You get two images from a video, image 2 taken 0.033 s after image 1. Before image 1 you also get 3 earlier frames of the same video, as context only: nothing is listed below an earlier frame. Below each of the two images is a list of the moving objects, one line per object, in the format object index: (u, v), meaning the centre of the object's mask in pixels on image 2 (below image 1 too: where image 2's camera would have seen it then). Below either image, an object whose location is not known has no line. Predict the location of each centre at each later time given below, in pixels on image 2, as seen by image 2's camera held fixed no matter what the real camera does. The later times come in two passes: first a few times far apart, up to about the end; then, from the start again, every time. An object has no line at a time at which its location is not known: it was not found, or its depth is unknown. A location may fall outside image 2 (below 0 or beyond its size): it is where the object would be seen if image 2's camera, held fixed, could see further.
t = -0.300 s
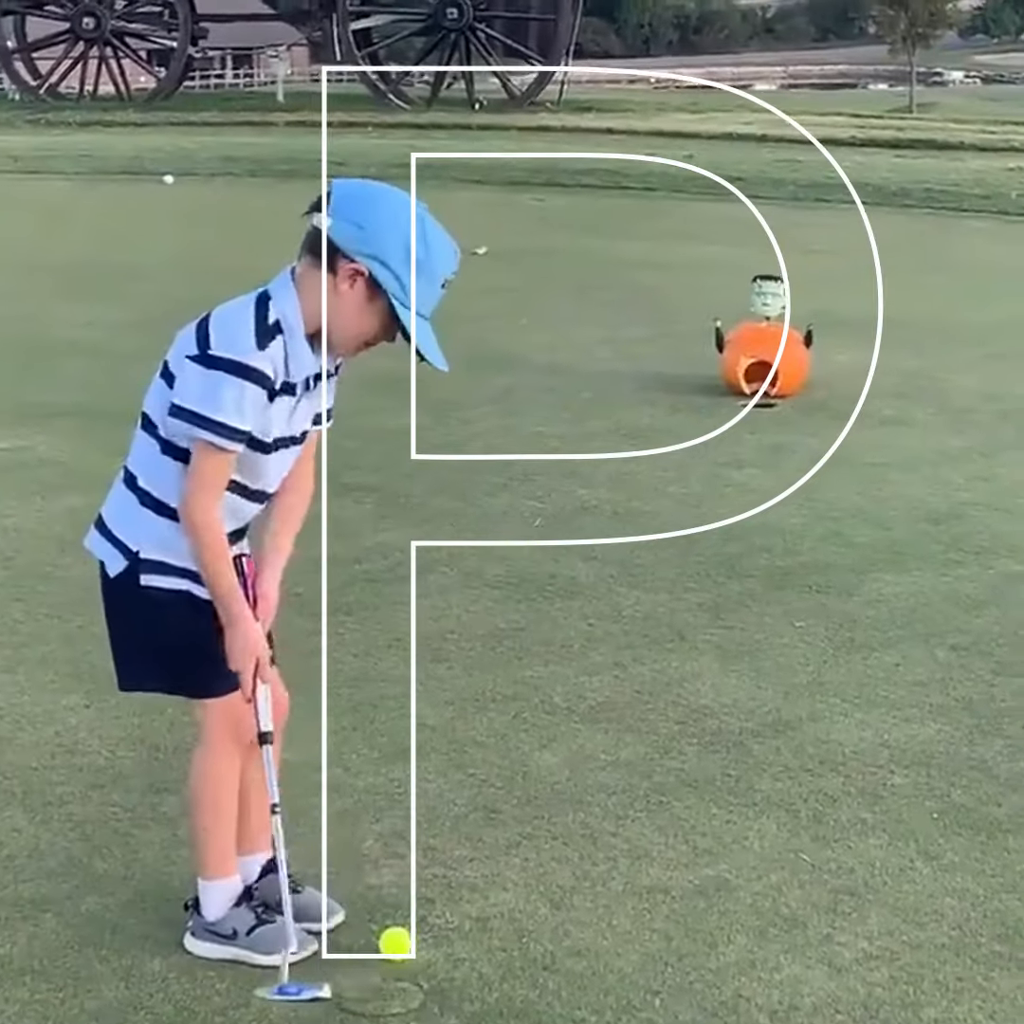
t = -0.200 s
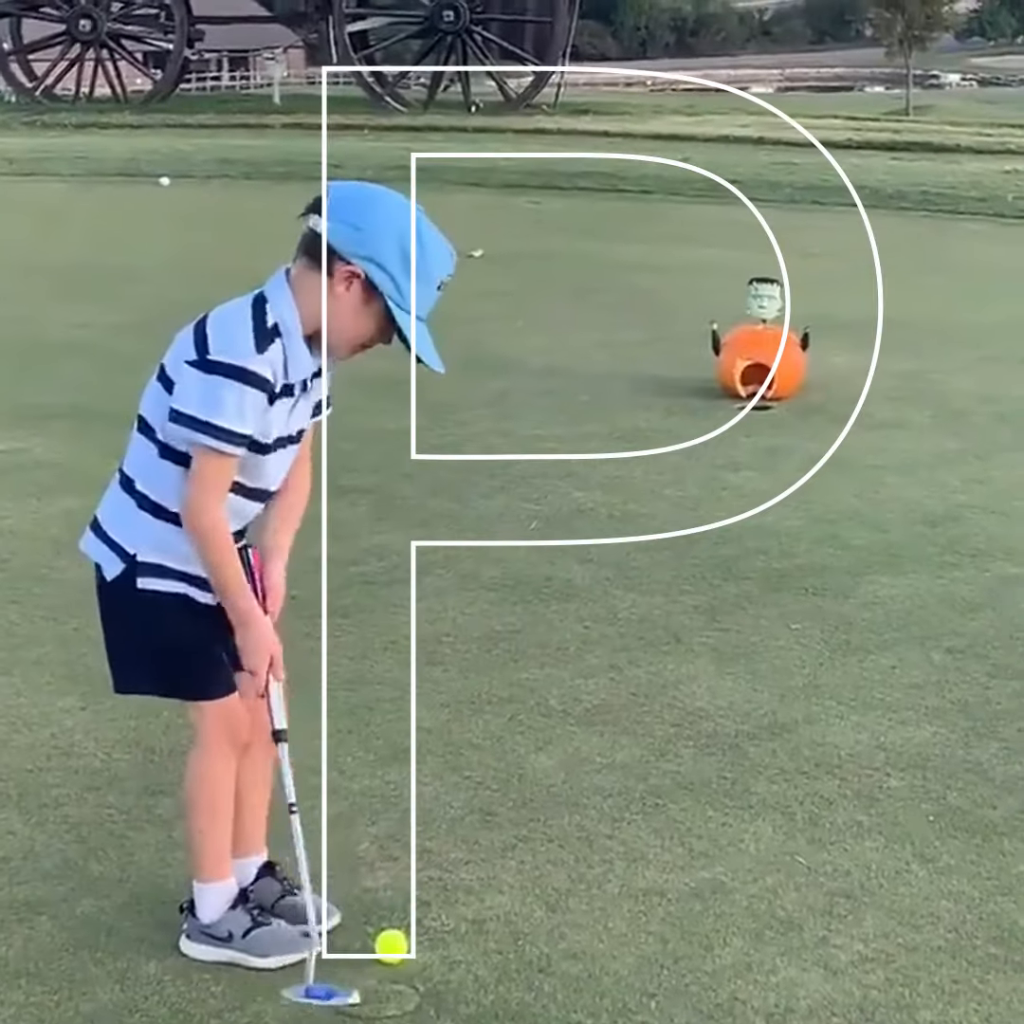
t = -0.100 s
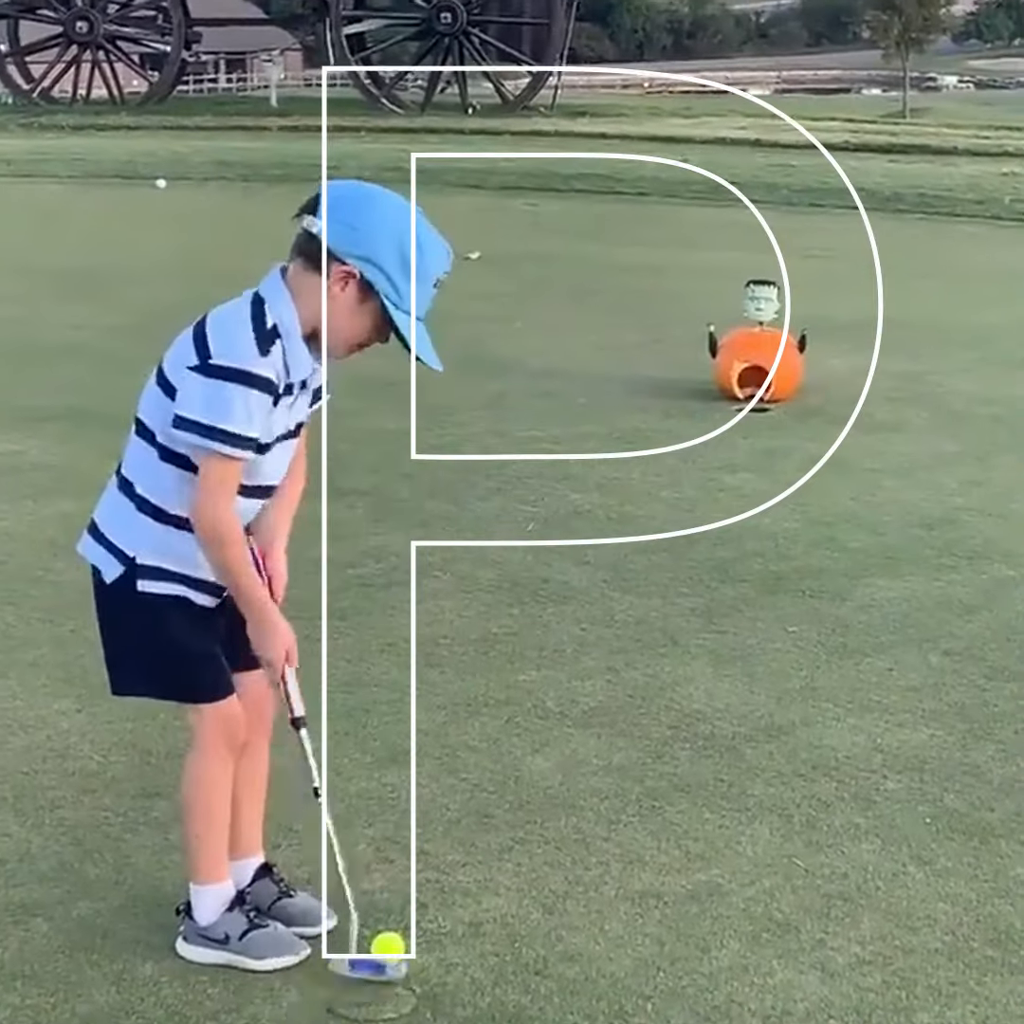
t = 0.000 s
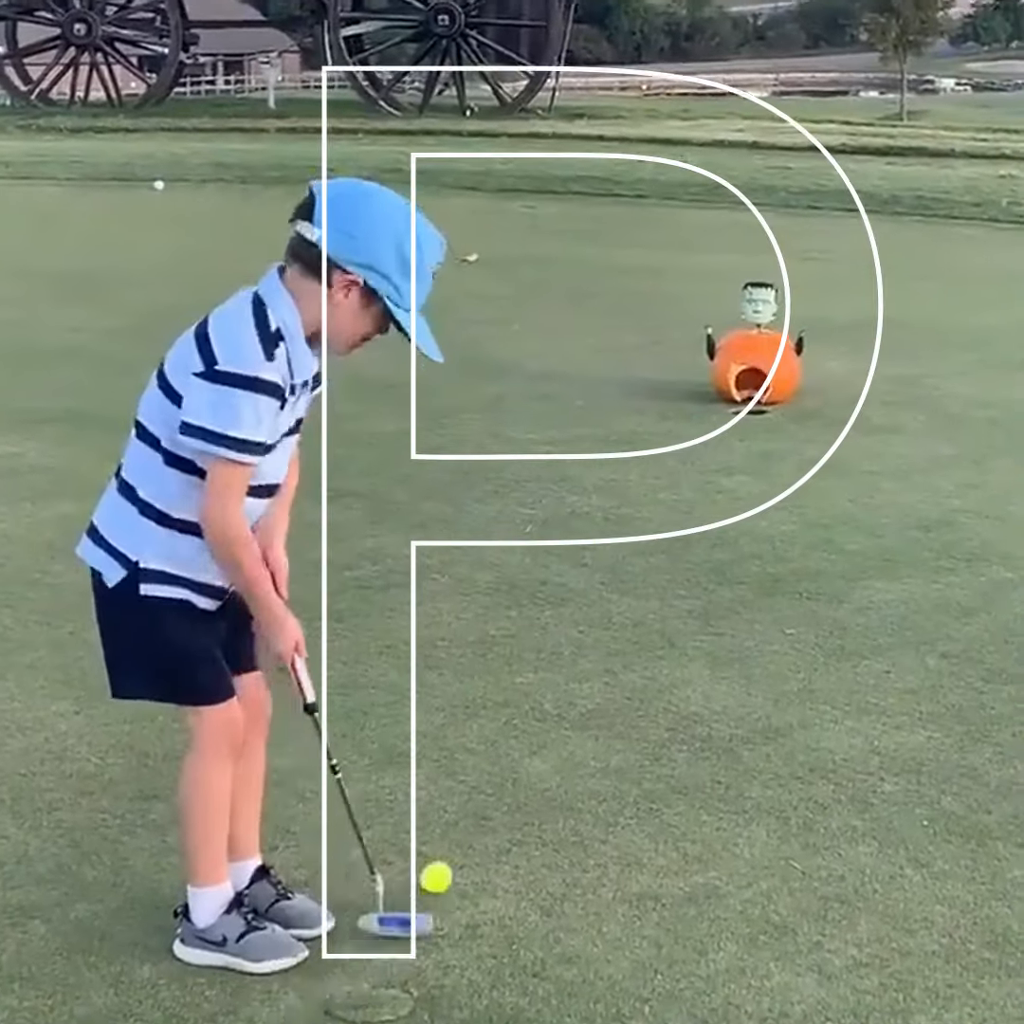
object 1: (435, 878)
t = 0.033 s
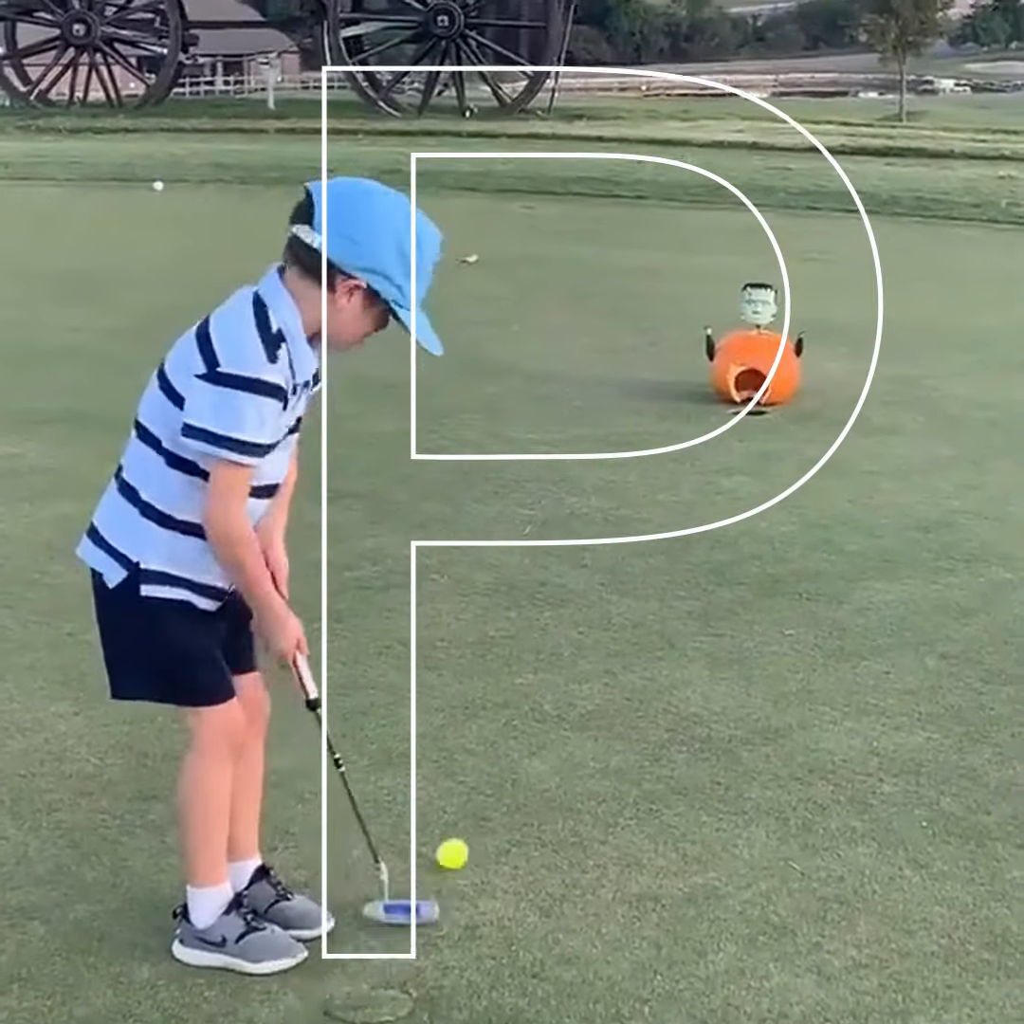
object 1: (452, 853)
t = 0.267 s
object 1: (536, 732)
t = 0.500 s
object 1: (595, 651)
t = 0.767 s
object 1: (646, 576)
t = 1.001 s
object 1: (680, 526)
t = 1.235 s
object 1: (704, 486)
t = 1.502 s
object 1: (723, 448)
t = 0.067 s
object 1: (467, 831)
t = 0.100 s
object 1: (481, 811)
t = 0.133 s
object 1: (494, 793)
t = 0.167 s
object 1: (505, 775)
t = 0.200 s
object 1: (516, 760)
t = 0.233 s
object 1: (526, 746)
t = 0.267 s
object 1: (536, 732)
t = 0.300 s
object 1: (545, 719)
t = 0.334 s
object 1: (554, 707)
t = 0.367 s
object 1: (562, 694)
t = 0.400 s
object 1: (571, 682)
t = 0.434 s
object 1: (579, 671)
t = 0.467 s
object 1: (586, 660)
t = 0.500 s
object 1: (595, 651)
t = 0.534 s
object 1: (601, 639)
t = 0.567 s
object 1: (609, 630)
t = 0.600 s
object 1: (615, 621)
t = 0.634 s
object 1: (622, 611)
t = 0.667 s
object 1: (628, 602)
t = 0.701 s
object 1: (634, 593)
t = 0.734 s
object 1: (640, 585)
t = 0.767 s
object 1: (646, 576)
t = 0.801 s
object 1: (651, 568)
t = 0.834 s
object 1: (656, 561)
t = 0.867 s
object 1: (661, 554)
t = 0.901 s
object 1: (666, 547)
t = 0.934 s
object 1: (671, 539)
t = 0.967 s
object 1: (675, 534)
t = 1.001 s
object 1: (680, 526)
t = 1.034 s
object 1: (684, 520)
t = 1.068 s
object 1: (688, 515)
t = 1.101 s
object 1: (691, 509)
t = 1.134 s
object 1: (695, 503)
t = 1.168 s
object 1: (698, 497)
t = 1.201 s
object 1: (701, 491)
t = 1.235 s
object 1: (704, 486)
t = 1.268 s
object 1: (707, 481)
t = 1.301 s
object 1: (709, 475)
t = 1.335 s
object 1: (712, 470)
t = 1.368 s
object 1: (714, 466)
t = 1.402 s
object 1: (716, 461)
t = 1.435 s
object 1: (719, 457)
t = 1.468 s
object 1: (721, 452)
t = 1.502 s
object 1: (723, 448)
